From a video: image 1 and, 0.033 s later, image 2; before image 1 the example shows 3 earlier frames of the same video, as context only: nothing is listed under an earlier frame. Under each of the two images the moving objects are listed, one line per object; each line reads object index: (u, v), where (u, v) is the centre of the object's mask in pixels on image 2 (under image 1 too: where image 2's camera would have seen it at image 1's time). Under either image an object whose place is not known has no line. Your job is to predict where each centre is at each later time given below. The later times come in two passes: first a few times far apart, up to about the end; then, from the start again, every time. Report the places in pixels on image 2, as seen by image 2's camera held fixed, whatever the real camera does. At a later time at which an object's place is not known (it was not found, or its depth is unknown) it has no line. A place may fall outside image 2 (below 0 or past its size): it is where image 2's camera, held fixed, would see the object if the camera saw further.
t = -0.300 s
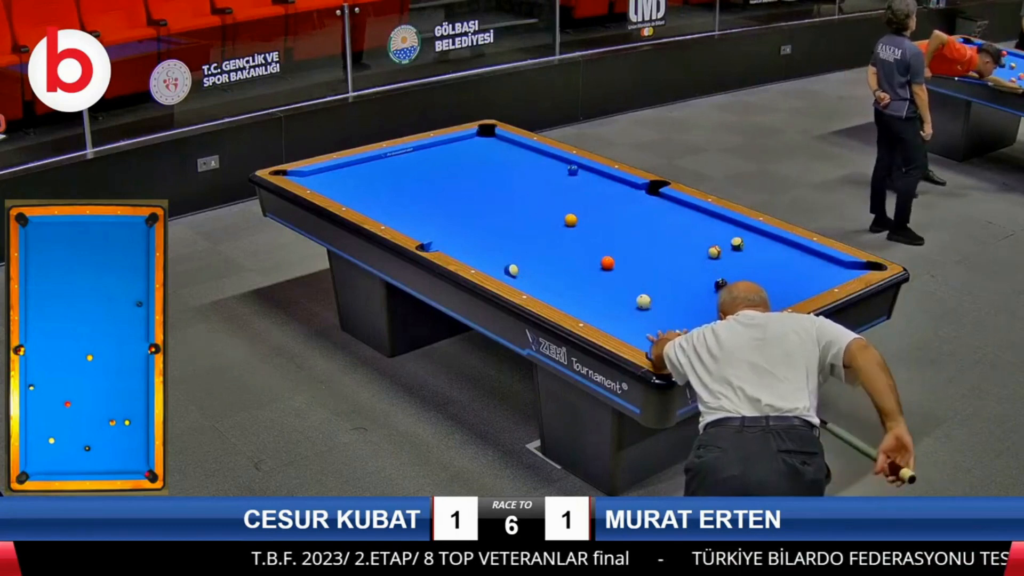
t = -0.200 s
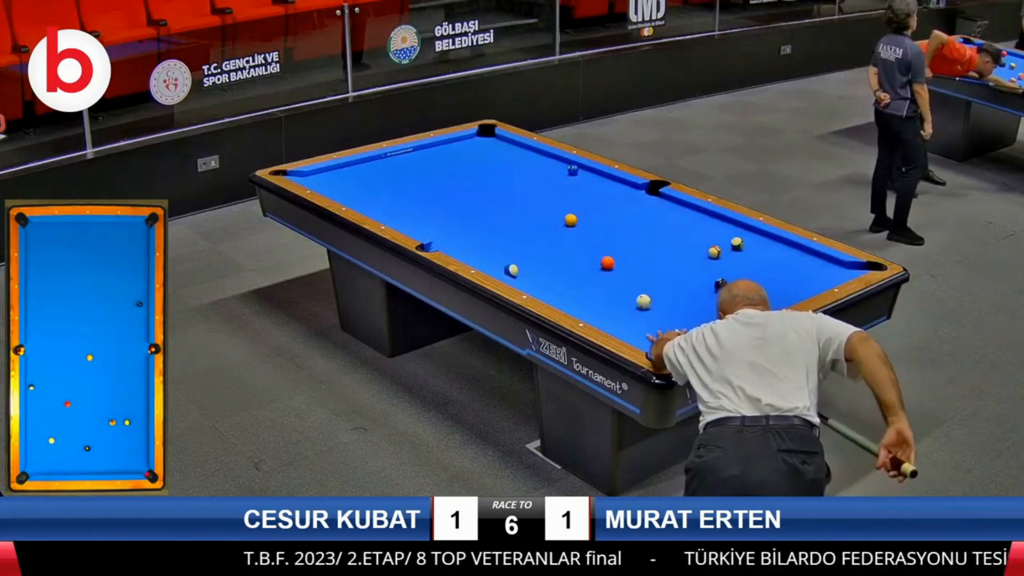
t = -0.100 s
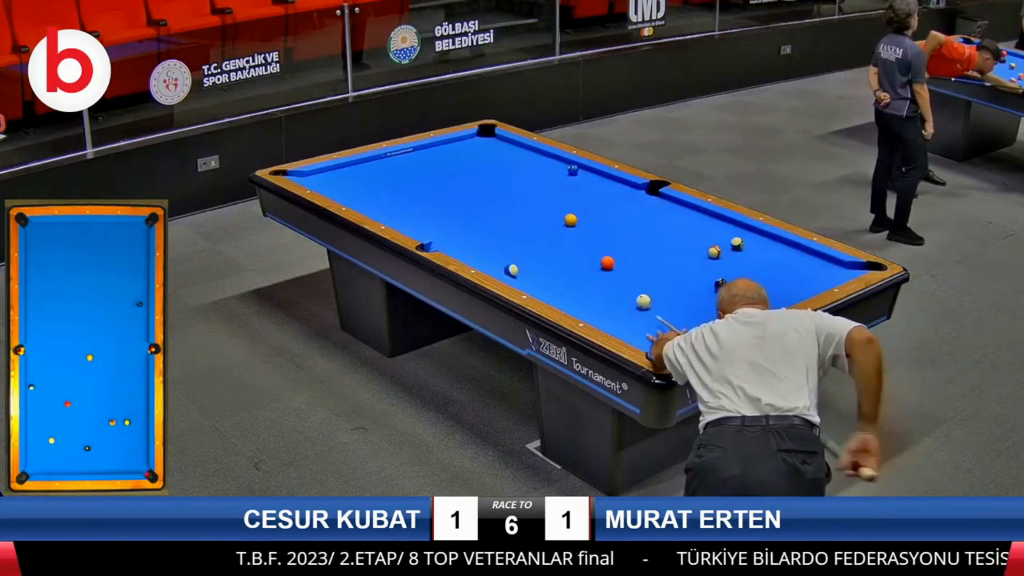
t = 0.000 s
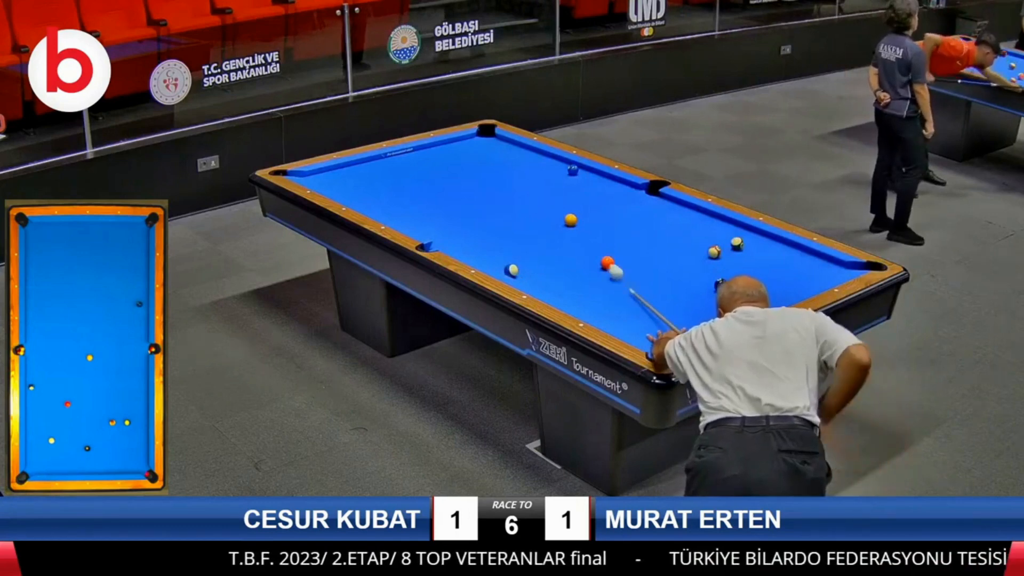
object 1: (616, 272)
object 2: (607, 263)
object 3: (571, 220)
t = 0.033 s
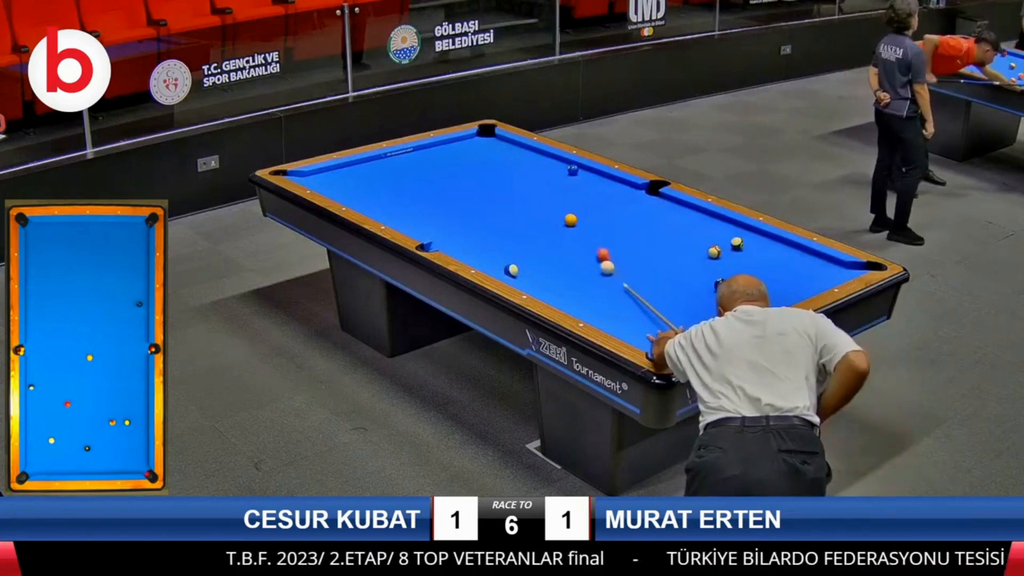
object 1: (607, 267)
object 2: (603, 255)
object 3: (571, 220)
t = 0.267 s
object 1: (580, 270)
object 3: (522, 213)
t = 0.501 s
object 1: (559, 273)
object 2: (547, 182)
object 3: (457, 204)
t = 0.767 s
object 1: (535, 278)
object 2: (455, 185)
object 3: (391, 195)
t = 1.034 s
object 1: (524, 278)
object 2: (369, 187)
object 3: (330, 186)
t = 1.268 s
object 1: (532, 278)
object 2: (334, 183)
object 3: (314, 175)
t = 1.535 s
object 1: (541, 276)
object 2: (351, 170)
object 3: (335, 175)
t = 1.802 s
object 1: (549, 275)
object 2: (366, 161)
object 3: (362, 176)
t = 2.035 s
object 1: (555, 274)
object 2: (384, 160)
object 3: (385, 178)
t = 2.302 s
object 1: (561, 273)
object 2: (403, 159)
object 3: (412, 179)
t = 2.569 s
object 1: (566, 272)
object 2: (422, 159)
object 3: (437, 181)
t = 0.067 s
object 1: (602, 268)
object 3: (571, 220)
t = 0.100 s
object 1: (598, 268)
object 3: (571, 220)
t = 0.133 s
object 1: (593, 268)
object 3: (570, 220)
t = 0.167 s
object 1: (590, 268)
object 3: (557, 218)
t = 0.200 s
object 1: (586, 269)
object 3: (545, 216)
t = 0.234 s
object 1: (583, 269)
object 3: (533, 215)
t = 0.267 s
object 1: (580, 270)
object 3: (522, 213)
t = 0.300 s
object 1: (577, 270)
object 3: (511, 211)
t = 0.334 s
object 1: (574, 271)
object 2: (613, 179)
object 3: (501, 210)
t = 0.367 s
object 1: (571, 272)
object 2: (600, 179)
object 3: (492, 209)
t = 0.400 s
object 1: (568, 272)
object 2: (586, 180)
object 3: (483, 207)
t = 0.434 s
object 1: (565, 273)
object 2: (573, 181)
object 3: (474, 206)
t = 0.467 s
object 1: (562, 273)
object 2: (559, 182)
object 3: (465, 205)
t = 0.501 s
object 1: (559, 273)
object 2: (547, 182)
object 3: (457, 204)
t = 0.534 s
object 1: (556, 274)
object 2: (534, 183)
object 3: (448, 203)
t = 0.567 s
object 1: (553, 275)
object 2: (522, 183)
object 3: (440, 202)
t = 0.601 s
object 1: (550, 275)
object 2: (510, 184)
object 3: (431, 200)
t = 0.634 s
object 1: (547, 276)
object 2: (499, 184)
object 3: (423, 200)
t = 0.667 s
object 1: (544, 276)
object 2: (488, 184)
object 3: (415, 198)
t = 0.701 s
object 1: (541, 277)
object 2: (477, 185)
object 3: (407, 197)
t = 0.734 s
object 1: (538, 277)
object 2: (466, 185)
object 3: (399, 196)
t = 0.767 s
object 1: (535, 278)
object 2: (455, 185)
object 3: (391, 195)
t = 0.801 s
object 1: (532, 278)
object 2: (444, 185)
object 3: (383, 194)
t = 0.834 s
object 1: (529, 278)
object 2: (433, 185)
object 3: (375, 193)
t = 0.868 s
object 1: (527, 278)
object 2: (423, 186)
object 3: (367, 192)
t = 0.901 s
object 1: (524, 278)
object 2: (412, 186)
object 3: (359, 191)
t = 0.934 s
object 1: (520, 278)
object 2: (401, 186)
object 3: (352, 190)
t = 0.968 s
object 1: (521, 278)
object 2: (390, 187)
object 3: (344, 189)
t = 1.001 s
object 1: (522, 278)
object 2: (379, 187)
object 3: (337, 188)
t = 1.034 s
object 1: (524, 278)
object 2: (369, 187)
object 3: (330, 186)
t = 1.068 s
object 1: (525, 278)
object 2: (358, 187)
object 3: (322, 184)
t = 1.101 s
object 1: (526, 278)
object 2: (347, 188)
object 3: (319, 183)
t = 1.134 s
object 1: (528, 278)
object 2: (337, 188)
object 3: (319, 182)
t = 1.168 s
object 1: (529, 278)
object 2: (327, 187)
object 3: (318, 180)
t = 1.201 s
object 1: (530, 278)
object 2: (328, 186)
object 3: (316, 179)
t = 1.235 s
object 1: (531, 278)
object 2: (331, 185)
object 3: (315, 177)
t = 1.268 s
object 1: (532, 278)
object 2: (334, 183)
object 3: (314, 175)
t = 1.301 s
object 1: (533, 277)
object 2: (337, 181)
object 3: (313, 174)
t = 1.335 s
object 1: (534, 278)
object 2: (340, 180)
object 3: (314, 173)
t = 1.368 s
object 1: (536, 277)
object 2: (342, 178)
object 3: (317, 173)
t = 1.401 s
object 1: (537, 277)
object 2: (345, 176)
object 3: (321, 174)
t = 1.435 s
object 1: (538, 277)
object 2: (346, 175)
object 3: (325, 174)
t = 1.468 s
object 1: (539, 277)
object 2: (348, 174)
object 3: (328, 174)
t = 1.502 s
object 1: (540, 277)
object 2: (350, 172)
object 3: (332, 174)
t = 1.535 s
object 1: (541, 276)
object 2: (351, 170)
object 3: (335, 175)
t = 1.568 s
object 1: (542, 276)
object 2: (353, 169)
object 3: (339, 175)
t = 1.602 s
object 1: (544, 276)
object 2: (355, 168)
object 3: (342, 175)
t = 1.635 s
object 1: (545, 276)
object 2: (356, 166)
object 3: (345, 175)
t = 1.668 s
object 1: (545, 276)
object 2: (358, 165)
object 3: (349, 175)
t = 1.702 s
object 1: (547, 276)
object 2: (360, 164)
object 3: (352, 175)
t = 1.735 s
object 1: (547, 275)
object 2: (361, 162)
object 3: (355, 176)
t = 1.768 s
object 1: (548, 275)
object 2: (363, 161)
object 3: (359, 176)
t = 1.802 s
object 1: (549, 275)
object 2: (366, 161)
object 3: (362, 176)
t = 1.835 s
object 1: (550, 275)
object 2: (368, 161)
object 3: (365, 176)
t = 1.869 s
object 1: (551, 275)
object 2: (371, 161)
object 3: (369, 177)
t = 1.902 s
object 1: (552, 275)
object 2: (374, 161)
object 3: (372, 177)
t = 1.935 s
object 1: (553, 274)
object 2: (376, 160)
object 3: (376, 177)
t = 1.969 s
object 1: (554, 274)
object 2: (379, 160)
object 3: (379, 177)
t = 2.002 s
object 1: (555, 274)
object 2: (381, 160)
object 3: (382, 177)
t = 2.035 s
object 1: (555, 274)
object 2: (384, 160)
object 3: (385, 178)
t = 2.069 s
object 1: (556, 274)
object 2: (386, 160)
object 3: (389, 178)
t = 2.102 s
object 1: (557, 274)
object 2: (389, 160)
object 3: (392, 178)
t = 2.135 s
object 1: (558, 274)
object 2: (391, 160)
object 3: (395, 178)
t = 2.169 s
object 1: (558, 273)
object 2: (394, 159)
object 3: (398, 178)
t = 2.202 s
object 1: (559, 273)
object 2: (396, 159)
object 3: (402, 179)
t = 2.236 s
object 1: (560, 273)
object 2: (399, 159)
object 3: (405, 179)
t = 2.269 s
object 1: (560, 273)
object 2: (401, 159)
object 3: (408, 179)
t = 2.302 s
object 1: (561, 273)
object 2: (403, 159)
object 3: (412, 179)
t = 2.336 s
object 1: (562, 273)
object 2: (406, 159)
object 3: (415, 180)
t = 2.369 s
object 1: (562, 273)
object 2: (408, 159)
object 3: (418, 180)
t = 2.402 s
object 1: (563, 273)
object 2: (411, 159)
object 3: (421, 180)
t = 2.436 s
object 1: (564, 273)
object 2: (413, 159)
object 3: (424, 180)
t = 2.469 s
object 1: (564, 272)
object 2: (415, 159)
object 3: (427, 180)
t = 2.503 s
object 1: (565, 272)
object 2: (417, 159)
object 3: (431, 181)
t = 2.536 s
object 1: (565, 272)
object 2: (420, 159)
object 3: (434, 181)
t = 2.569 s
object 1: (566, 272)
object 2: (422, 159)
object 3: (437, 181)
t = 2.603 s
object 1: (566, 272)
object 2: (424, 158)
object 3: (440, 181)
